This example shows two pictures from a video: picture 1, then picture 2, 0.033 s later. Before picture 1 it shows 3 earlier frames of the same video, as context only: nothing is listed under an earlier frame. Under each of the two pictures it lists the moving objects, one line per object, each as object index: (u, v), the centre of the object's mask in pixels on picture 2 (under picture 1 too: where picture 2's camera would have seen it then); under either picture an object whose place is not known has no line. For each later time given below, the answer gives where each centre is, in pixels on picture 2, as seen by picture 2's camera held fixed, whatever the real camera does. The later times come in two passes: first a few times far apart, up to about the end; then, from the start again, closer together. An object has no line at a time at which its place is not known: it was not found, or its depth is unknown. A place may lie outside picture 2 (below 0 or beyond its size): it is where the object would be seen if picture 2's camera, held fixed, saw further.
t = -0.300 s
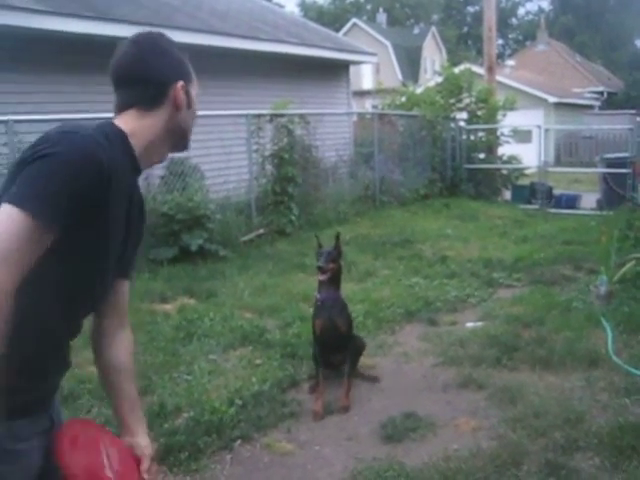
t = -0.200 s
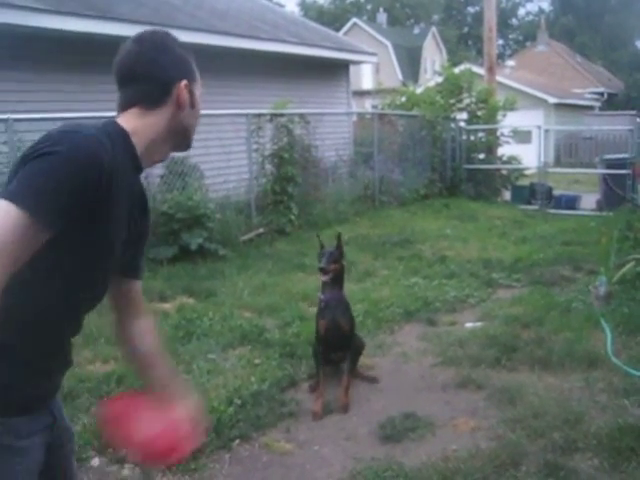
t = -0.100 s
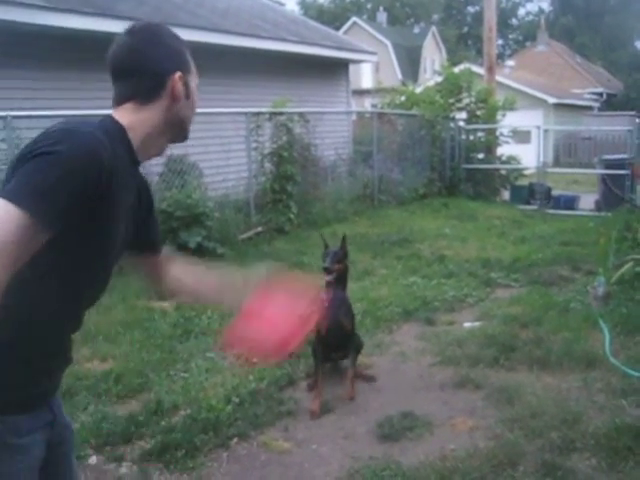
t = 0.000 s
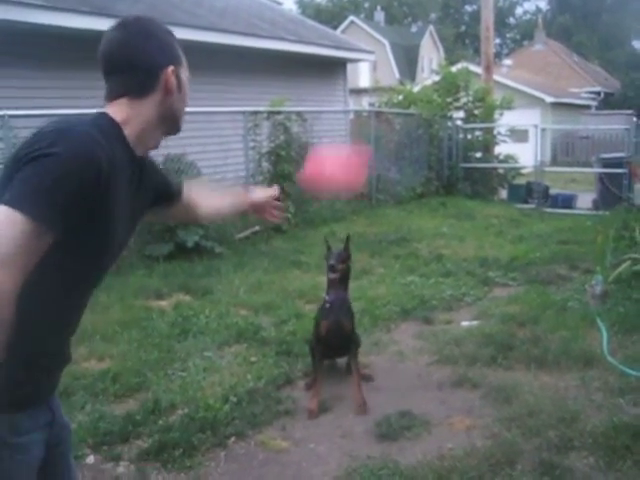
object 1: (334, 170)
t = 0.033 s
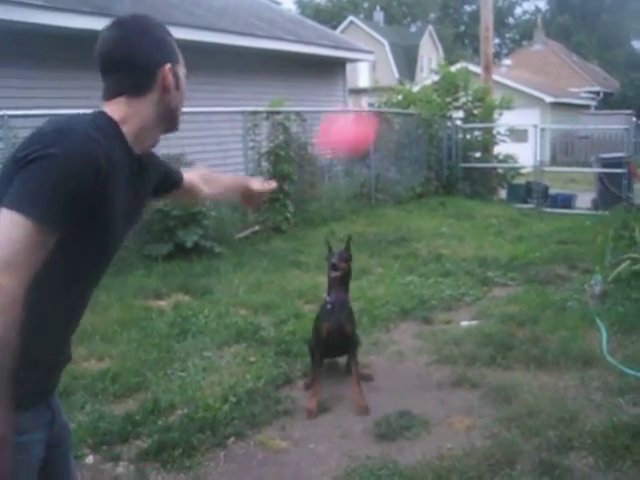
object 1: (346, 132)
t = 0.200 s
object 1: (378, 43)
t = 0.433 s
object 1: (404, 16)
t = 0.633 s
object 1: (419, 25)
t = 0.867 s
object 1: (438, 52)
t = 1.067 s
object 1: (456, 83)
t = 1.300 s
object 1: (487, 133)
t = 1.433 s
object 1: (510, 166)
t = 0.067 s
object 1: (354, 106)
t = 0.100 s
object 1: (358, 85)
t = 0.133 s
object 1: (366, 67)
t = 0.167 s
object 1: (373, 54)
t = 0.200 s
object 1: (378, 43)
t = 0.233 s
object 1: (384, 34)
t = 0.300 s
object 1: (390, 23)
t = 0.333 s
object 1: (393, 20)
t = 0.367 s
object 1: (397, 18)
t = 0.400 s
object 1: (399, 17)
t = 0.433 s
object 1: (404, 16)
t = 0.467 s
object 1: (406, 16)
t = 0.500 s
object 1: (409, 17)
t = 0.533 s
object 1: (411, 18)
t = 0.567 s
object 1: (414, 20)
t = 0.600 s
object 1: (416, 22)
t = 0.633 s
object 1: (419, 25)
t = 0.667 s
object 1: (421, 28)
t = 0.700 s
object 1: (424, 31)
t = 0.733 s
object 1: (425, 34)
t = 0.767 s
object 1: (428, 39)
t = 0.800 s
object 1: (431, 44)
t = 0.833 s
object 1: (434, 48)
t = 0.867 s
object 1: (438, 52)
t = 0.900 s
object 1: (441, 57)
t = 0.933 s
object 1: (441, 61)
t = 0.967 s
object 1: (446, 67)
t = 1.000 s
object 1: (448, 72)
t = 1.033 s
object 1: (452, 77)
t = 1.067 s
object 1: (456, 83)
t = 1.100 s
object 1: (458, 88)
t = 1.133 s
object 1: (464, 95)
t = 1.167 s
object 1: (467, 102)
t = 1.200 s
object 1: (472, 110)
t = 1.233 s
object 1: (476, 116)
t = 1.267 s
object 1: (482, 124)
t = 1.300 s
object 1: (487, 133)
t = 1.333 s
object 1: (490, 139)
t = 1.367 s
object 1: (496, 147)
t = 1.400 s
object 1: (503, 157)
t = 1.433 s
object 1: (510, 166)
